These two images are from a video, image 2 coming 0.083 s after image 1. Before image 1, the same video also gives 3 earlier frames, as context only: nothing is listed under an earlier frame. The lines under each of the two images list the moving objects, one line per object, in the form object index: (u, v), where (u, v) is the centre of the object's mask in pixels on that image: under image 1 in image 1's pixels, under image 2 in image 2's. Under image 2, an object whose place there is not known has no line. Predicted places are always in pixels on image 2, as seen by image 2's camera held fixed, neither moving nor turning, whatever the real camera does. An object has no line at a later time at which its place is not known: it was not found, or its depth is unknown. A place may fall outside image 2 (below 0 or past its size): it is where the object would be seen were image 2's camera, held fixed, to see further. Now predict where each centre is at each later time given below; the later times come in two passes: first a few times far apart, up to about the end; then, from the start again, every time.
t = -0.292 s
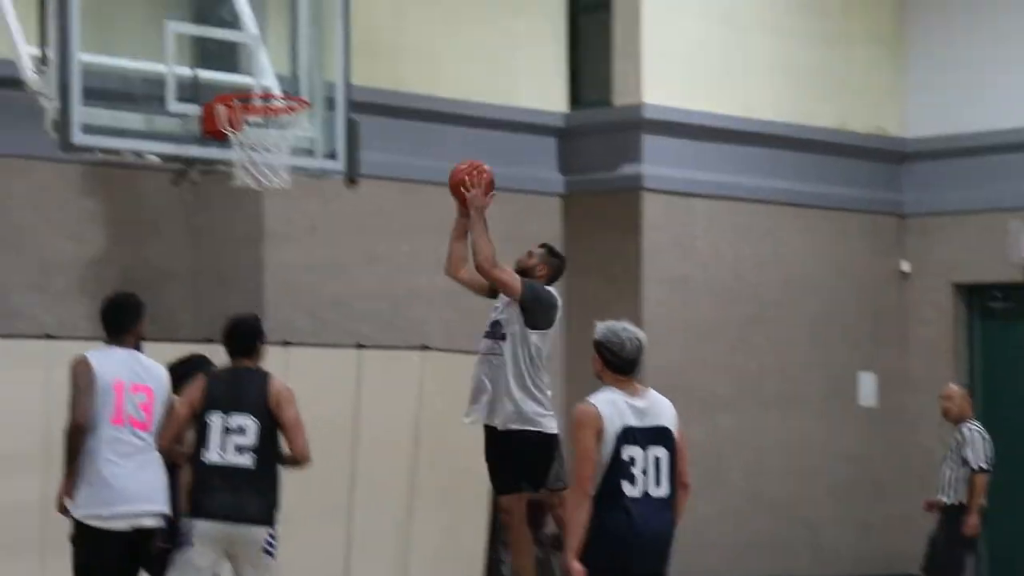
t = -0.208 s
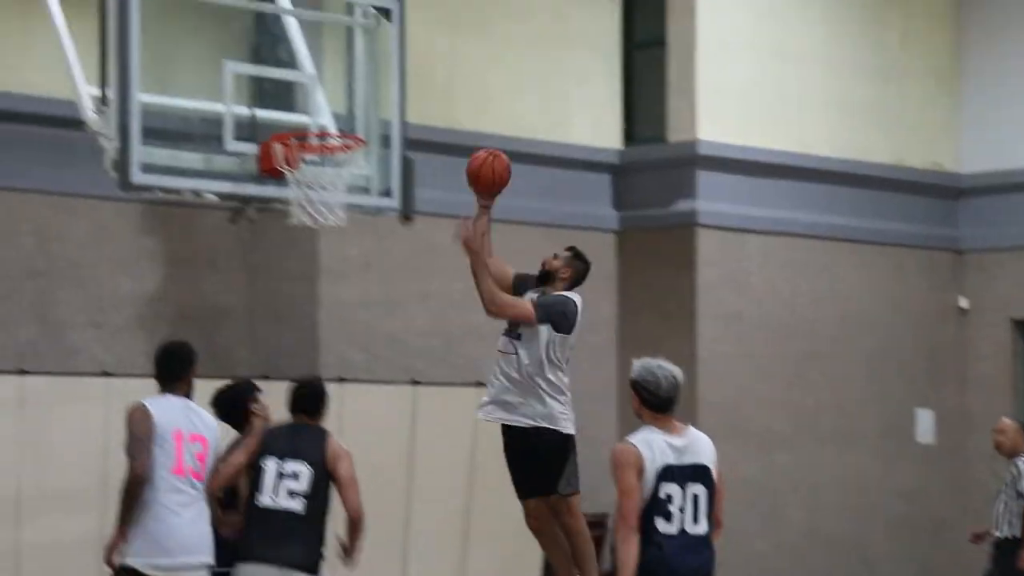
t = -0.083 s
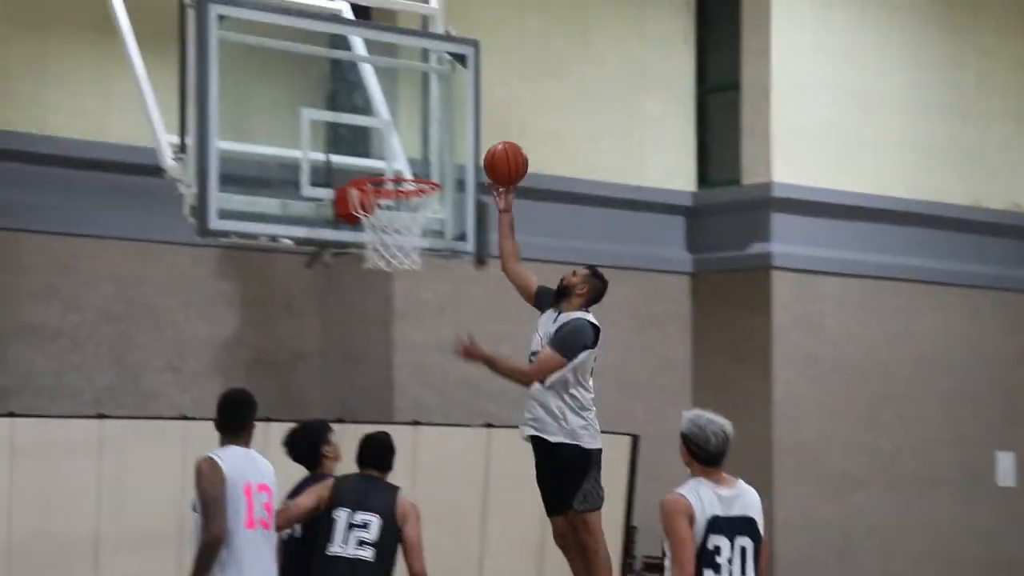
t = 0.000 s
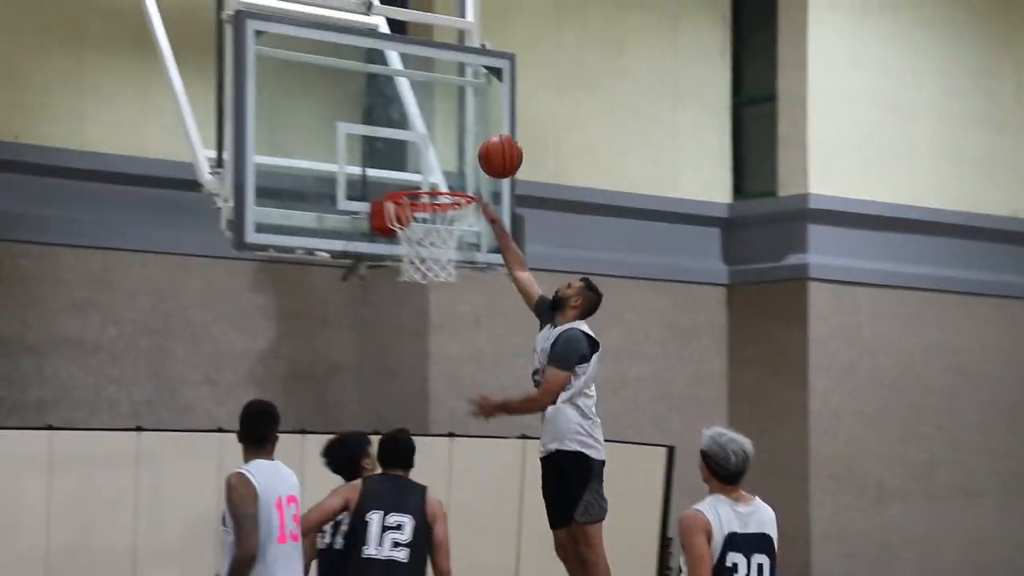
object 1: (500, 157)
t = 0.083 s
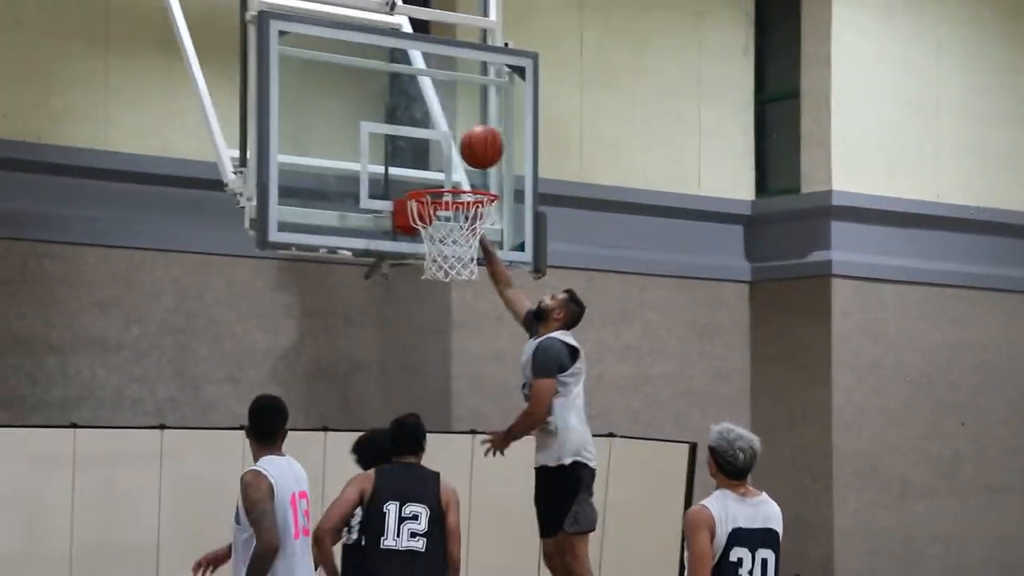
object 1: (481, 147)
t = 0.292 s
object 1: (470, 165)
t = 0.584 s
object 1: (435, 216)
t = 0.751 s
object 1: (460, 274)
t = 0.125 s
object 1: (461, 148)
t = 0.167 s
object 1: (461, 147)
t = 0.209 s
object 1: (464, 151)
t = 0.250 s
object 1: (467, 156)
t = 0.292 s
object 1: (470, 165)
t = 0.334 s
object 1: (473, 174)
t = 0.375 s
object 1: (472, 182)
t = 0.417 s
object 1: (457, 184)
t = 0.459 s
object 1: (445, 194)
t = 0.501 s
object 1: (432, 203)
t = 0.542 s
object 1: (432, 210)
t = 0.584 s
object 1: (435, 216)
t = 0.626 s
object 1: (445, 229)
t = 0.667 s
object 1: (448, 243)
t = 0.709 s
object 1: (456, 257)
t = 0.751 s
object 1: (460, 274)
